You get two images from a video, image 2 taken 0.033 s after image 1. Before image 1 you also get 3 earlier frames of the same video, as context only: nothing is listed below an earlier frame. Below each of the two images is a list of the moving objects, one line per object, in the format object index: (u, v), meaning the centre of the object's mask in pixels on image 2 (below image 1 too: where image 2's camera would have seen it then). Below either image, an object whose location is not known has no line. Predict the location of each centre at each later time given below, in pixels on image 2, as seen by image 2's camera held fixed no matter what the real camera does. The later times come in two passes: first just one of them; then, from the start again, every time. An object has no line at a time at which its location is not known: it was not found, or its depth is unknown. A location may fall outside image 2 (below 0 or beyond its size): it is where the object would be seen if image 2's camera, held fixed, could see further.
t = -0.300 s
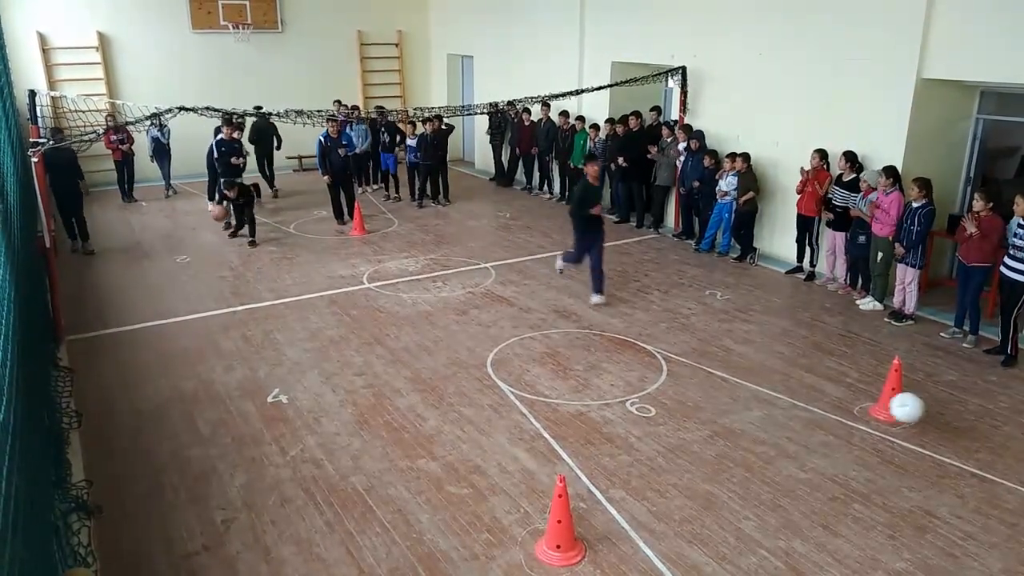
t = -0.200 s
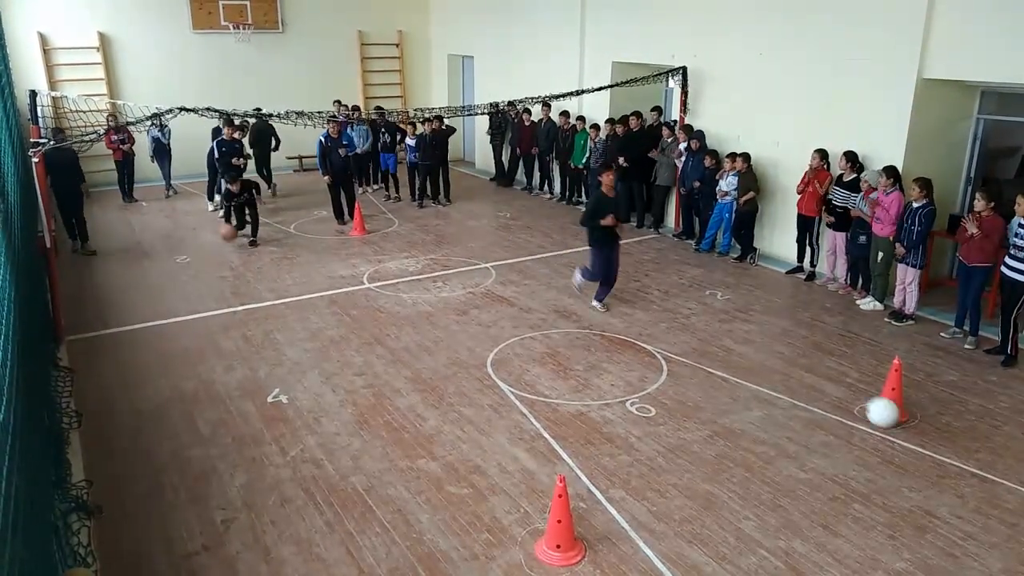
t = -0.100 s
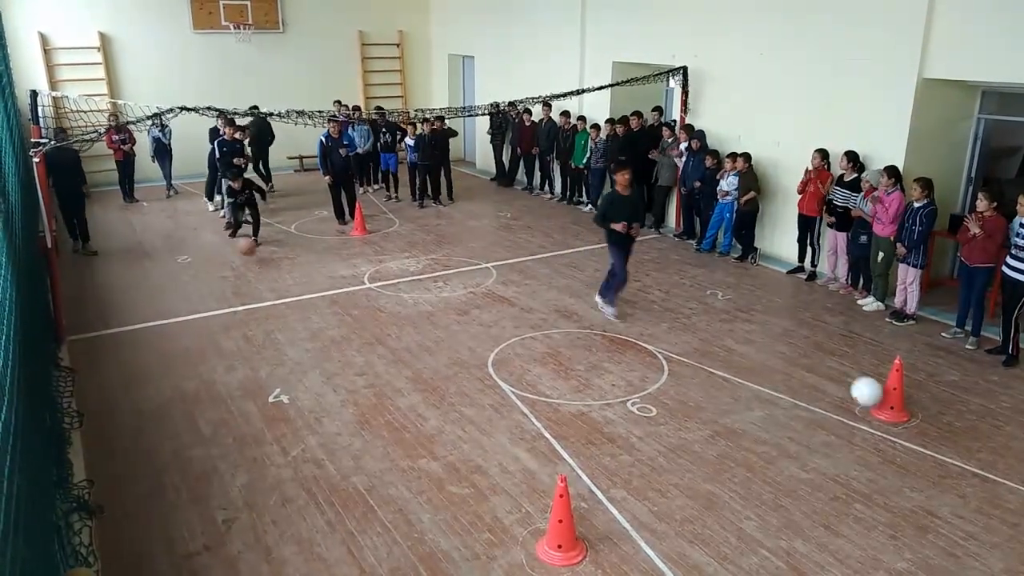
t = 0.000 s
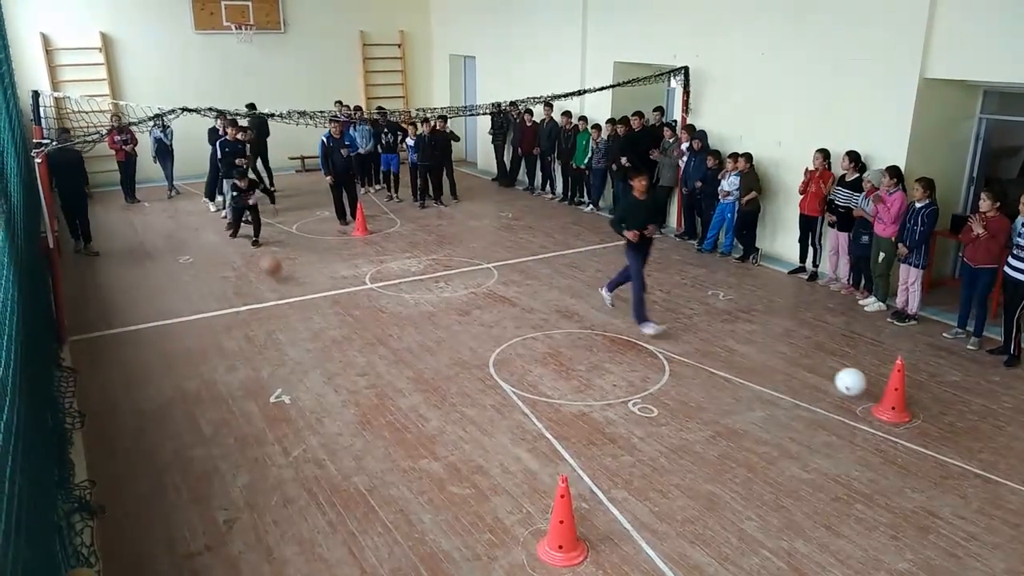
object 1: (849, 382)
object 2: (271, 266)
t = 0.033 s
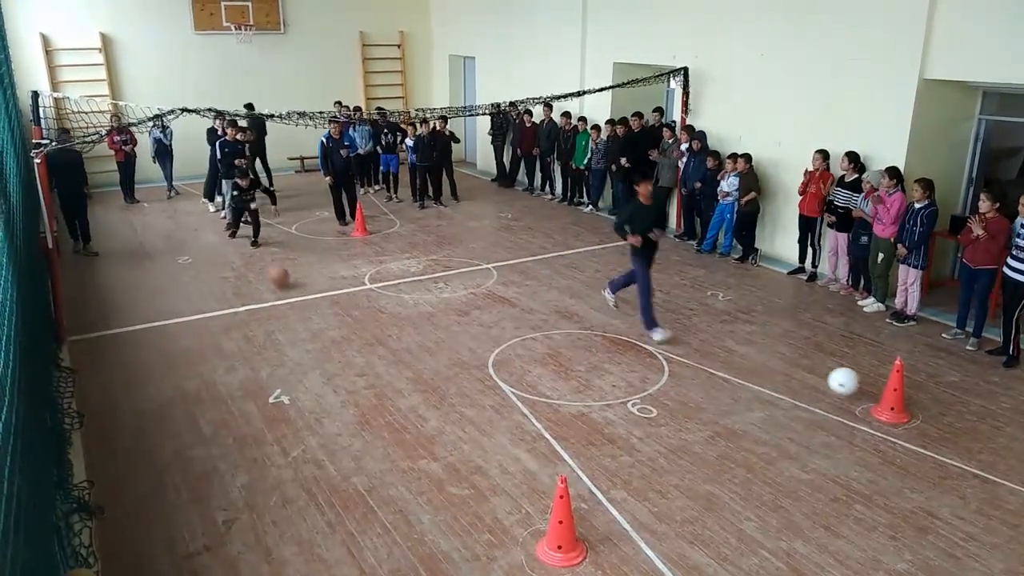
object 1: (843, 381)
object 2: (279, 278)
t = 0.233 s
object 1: (809, 368)
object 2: (323, 305)
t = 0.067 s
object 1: (837, 381)
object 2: (287, 284)
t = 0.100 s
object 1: (831, 383)
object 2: (293, 286)
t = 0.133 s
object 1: (824, 384)
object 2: (300, 288)
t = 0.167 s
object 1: (819, 379)
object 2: (307, 292)
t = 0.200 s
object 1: (814, 373)
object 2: (316, 299)
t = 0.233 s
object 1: (809, 368)
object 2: (323, 305)
